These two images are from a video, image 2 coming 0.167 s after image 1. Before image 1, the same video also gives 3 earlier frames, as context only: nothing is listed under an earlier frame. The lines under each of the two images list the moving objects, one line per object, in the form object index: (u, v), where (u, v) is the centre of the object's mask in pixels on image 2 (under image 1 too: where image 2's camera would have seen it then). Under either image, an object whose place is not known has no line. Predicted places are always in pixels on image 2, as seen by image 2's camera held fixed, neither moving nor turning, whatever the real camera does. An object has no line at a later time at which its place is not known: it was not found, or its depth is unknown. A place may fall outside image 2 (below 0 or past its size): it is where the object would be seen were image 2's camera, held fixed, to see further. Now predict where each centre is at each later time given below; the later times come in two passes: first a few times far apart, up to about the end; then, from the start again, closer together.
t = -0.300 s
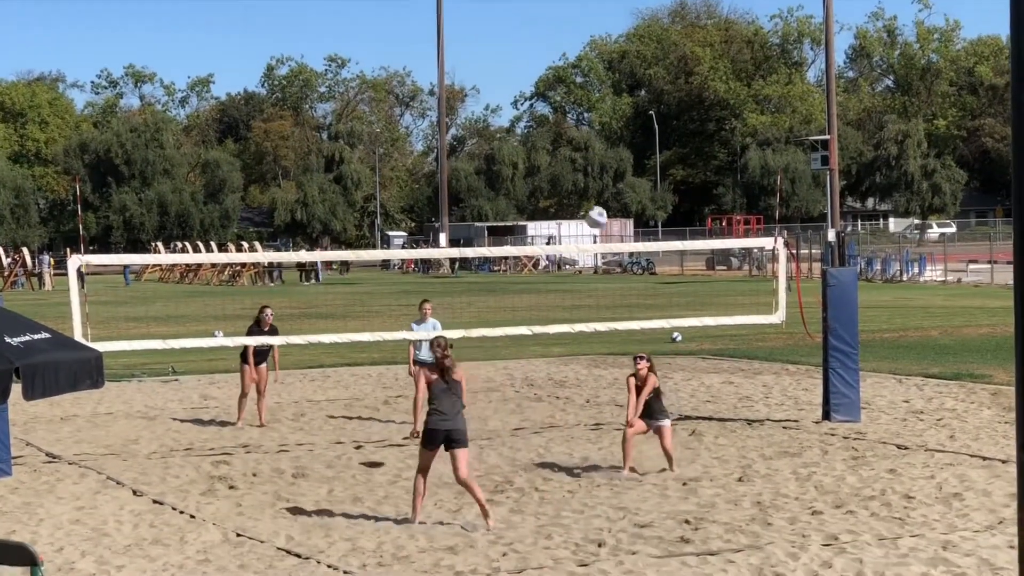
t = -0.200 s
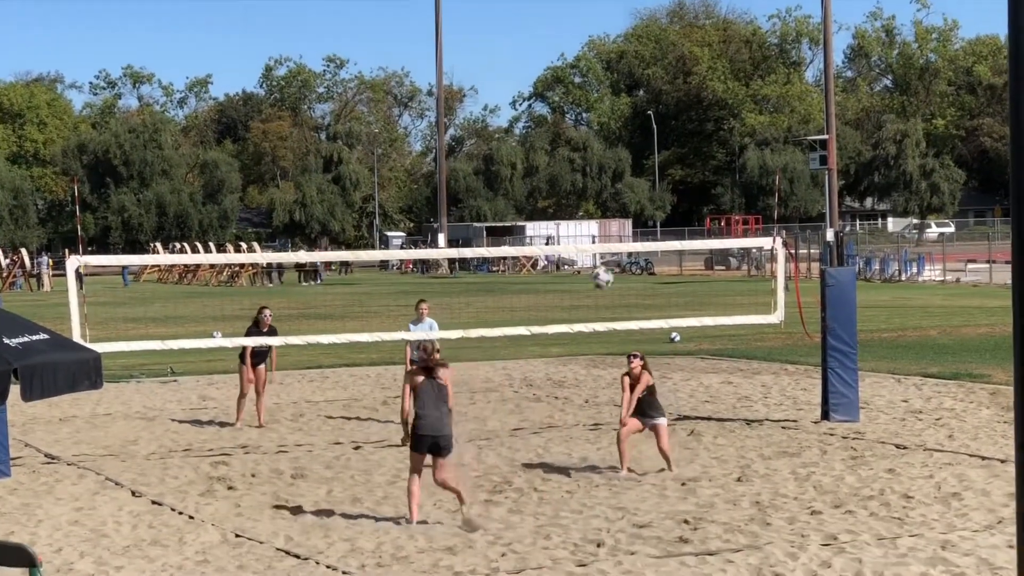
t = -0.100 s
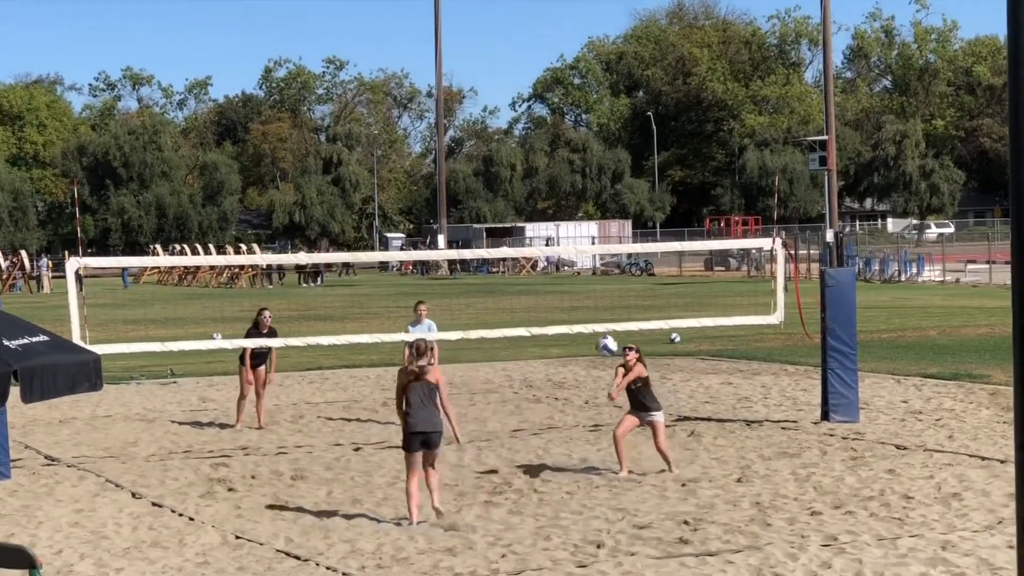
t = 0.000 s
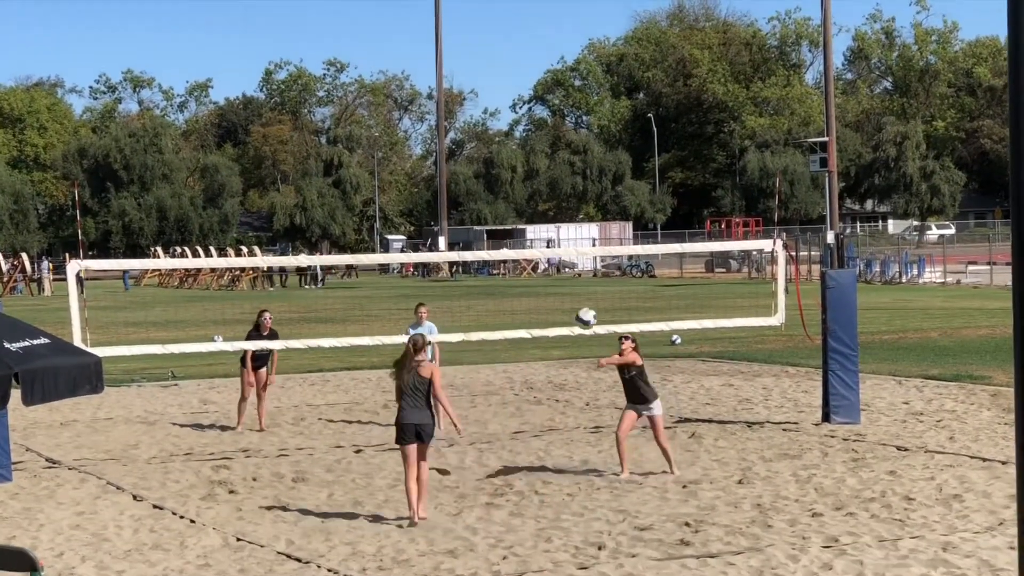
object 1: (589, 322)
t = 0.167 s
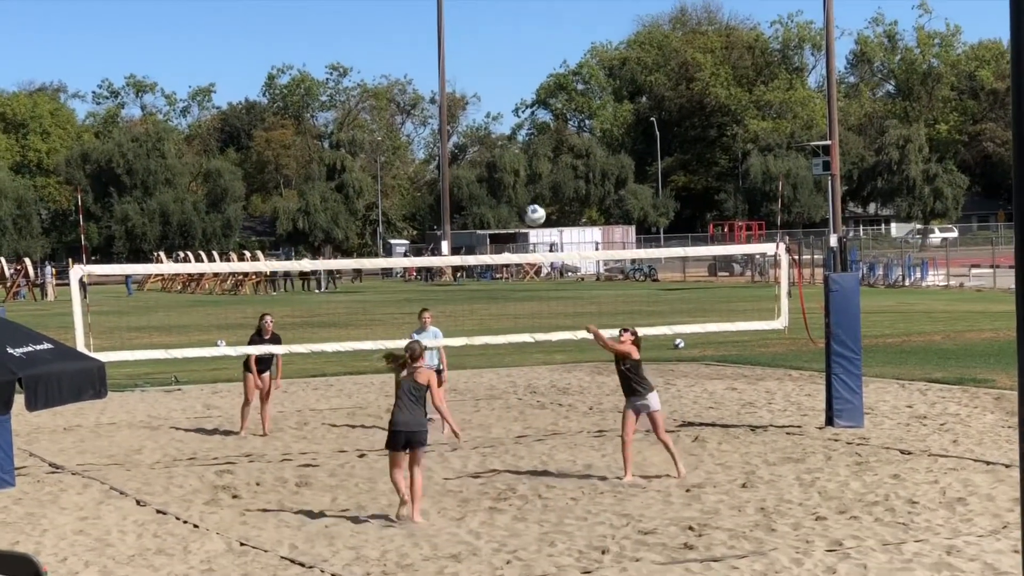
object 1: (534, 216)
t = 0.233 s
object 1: (514, 181)
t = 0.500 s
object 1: (434, 88)
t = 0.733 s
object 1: (367, 63)
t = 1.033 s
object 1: (286, 111)
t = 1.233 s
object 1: (235, 193)
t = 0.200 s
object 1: (524, 197)
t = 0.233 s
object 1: (514, 181)
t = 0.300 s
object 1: (494, 149)
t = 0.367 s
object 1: (473, 125)
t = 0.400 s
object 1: (464, 114)
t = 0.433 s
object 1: (455, 103)
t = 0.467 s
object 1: (443, 94)
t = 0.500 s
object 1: (434, 88)
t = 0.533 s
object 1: (424, 80)
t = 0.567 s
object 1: (414, 74)
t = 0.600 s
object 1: (404, 70)
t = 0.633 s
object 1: (395, 68)
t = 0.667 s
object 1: (385, 65)
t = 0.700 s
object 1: (376, 64)
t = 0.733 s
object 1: (367, 63)
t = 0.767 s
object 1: (357, 65)
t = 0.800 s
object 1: (349, 67)
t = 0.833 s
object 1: (339, 70)
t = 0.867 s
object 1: (329, 75)
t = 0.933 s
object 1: (312, 86)
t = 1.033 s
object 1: (286, 111)
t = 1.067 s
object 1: (276, 122)
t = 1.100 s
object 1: (269, 135)
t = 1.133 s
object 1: (259, 148)
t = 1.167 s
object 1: (251, 162)
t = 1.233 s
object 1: (235, 193)
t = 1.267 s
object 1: (227, 210)
